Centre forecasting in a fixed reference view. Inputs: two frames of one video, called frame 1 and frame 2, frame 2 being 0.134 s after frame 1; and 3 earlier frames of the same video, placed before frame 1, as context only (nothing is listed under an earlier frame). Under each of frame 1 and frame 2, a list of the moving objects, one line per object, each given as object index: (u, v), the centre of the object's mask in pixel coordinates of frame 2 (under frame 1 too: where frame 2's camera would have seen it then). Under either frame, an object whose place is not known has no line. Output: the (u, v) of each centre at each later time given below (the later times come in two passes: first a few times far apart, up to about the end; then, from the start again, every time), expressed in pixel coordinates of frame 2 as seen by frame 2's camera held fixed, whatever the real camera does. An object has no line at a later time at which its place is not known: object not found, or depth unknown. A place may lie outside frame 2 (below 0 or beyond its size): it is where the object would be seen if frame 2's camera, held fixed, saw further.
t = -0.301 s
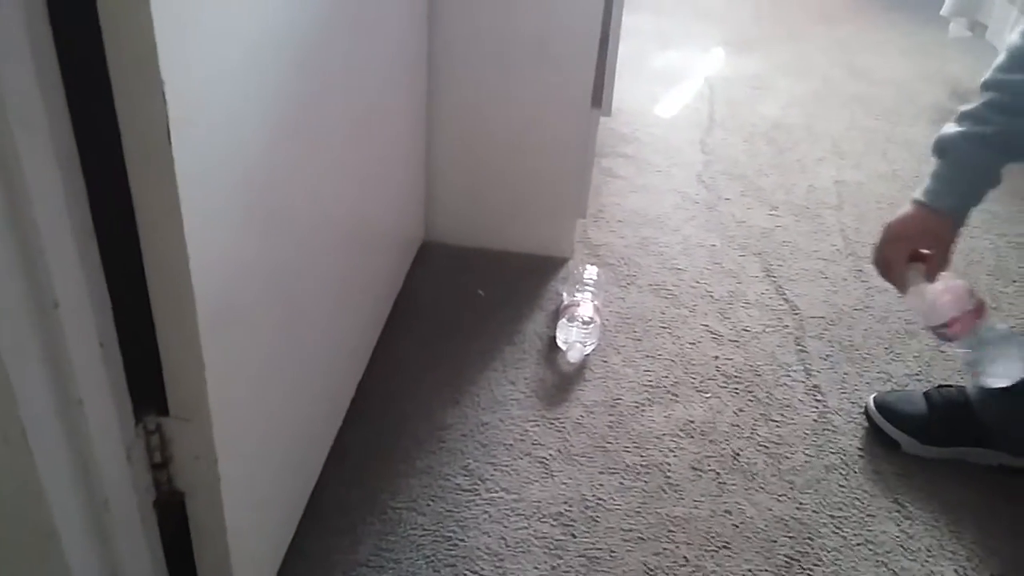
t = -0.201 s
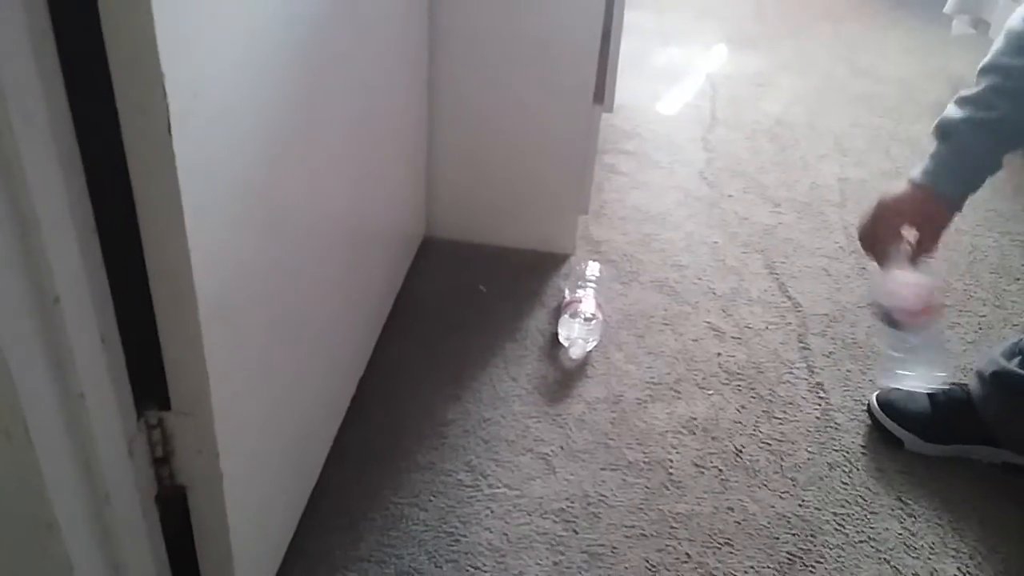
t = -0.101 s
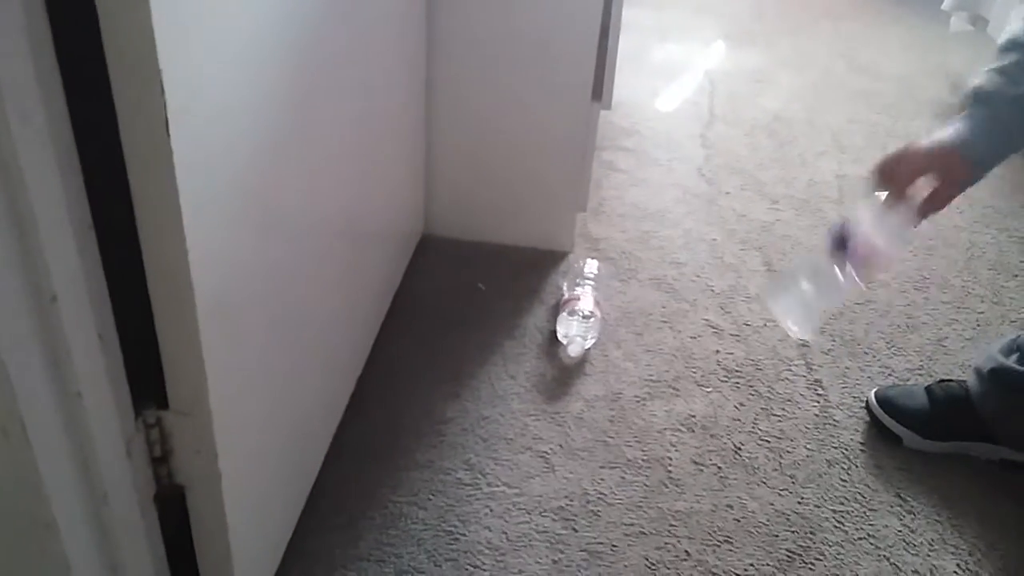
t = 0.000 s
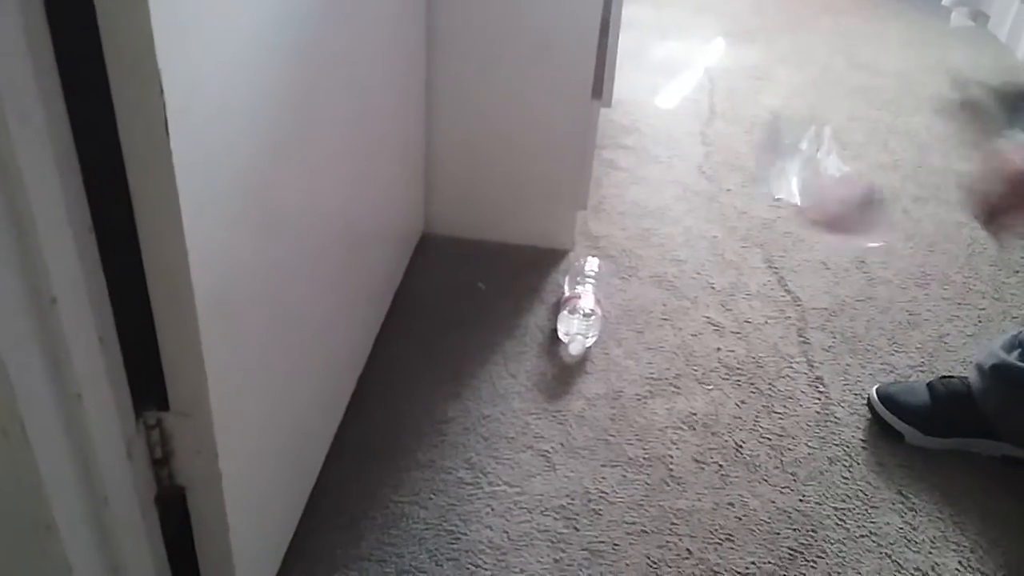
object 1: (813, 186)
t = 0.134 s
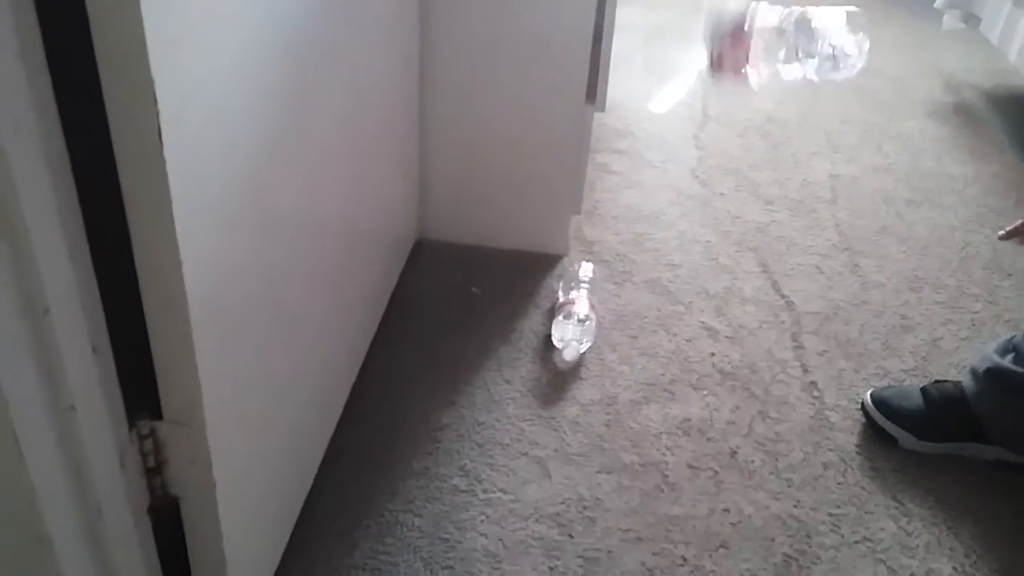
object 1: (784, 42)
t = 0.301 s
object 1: (744, 103)
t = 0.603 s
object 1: (697, 485)
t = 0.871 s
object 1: (701, 484)
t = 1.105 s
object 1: (705, 479)
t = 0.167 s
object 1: (792, 37)
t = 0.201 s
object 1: (784, 42)
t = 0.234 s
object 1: (775, 55)
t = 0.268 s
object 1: (759, 74)
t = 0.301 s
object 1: (744, 103)
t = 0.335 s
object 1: (734, 159)
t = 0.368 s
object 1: (717, 207)
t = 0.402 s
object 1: (703, 281)
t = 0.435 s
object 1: (692, 348)
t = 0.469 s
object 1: (674, 429)
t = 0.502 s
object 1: (684, 464)
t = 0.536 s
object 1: (696, 468)
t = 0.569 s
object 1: (701, 476)
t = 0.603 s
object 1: (697, 485)
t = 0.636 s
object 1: (699, 485)
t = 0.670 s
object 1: (701, 486)
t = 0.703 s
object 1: (698, 490)
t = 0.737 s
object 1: (699, 490)
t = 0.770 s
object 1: (700, 489)
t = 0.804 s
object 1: (699, 488)
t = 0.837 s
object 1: (700, 486)
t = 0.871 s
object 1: (701, 484)
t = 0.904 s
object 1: (703, 483)
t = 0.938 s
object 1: (704, 483)
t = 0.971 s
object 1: (704, 482)
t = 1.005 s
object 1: (704, 481)
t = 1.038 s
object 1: (704, 480)
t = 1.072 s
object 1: (705, 479)
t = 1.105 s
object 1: (705, 479)
